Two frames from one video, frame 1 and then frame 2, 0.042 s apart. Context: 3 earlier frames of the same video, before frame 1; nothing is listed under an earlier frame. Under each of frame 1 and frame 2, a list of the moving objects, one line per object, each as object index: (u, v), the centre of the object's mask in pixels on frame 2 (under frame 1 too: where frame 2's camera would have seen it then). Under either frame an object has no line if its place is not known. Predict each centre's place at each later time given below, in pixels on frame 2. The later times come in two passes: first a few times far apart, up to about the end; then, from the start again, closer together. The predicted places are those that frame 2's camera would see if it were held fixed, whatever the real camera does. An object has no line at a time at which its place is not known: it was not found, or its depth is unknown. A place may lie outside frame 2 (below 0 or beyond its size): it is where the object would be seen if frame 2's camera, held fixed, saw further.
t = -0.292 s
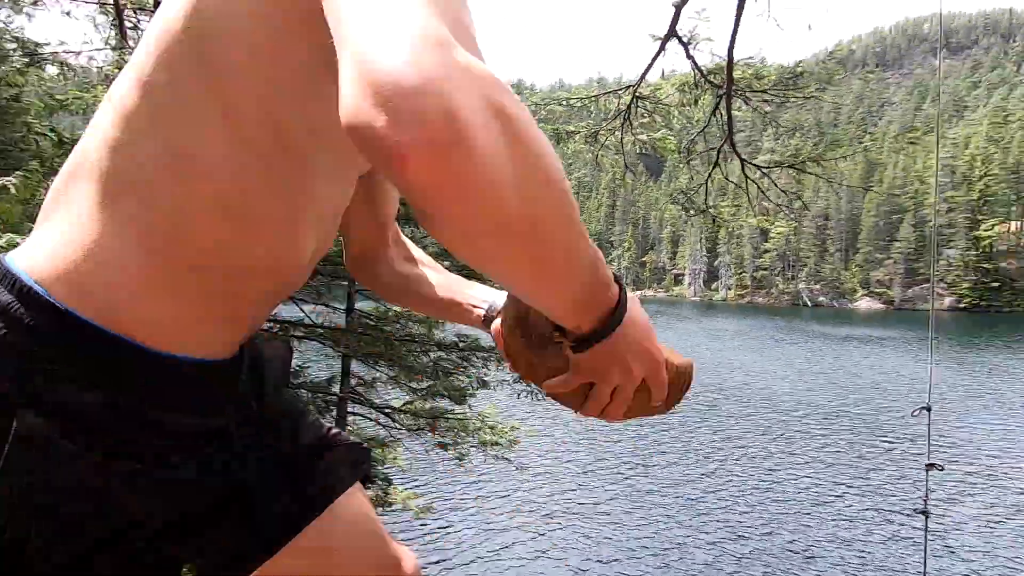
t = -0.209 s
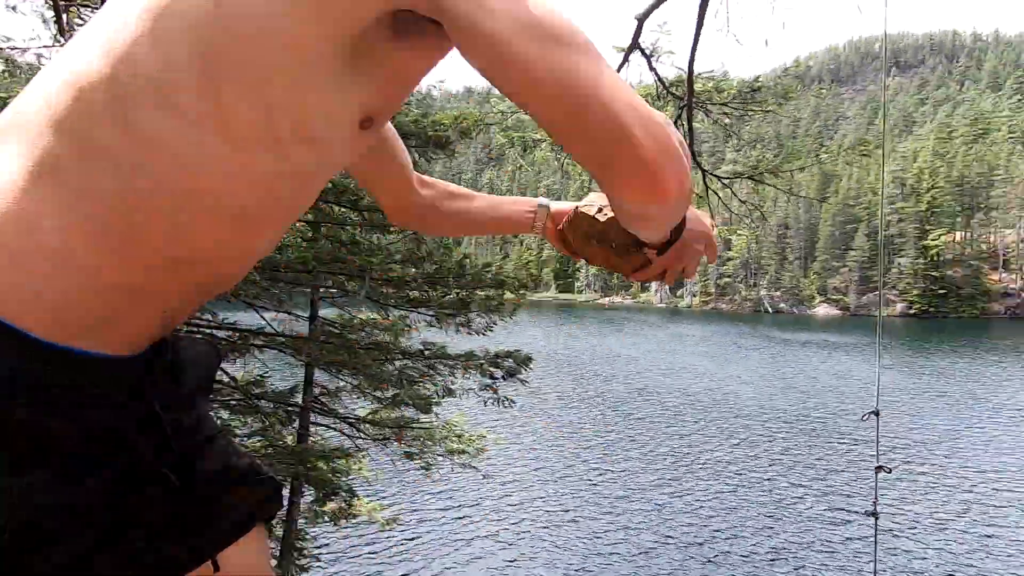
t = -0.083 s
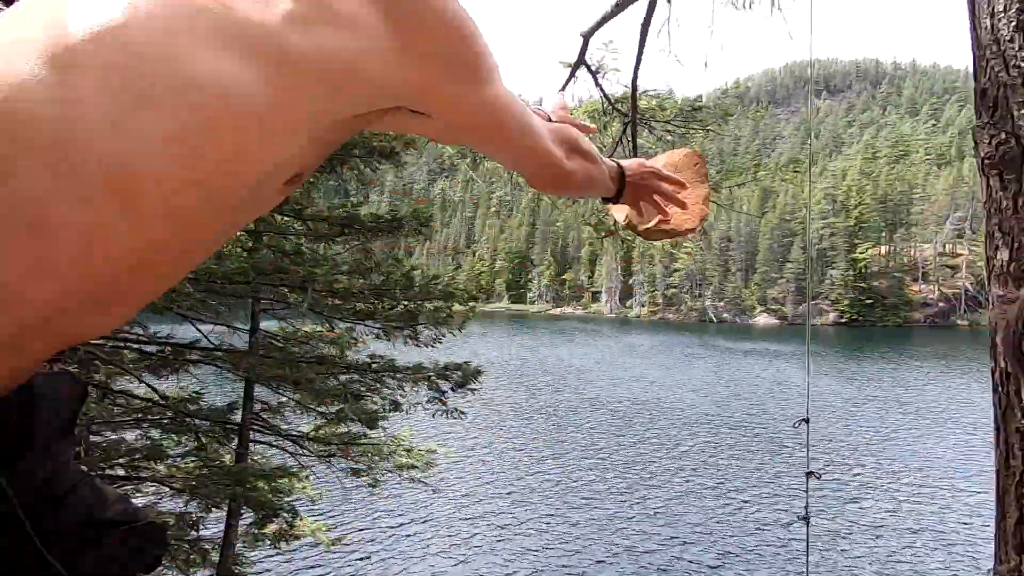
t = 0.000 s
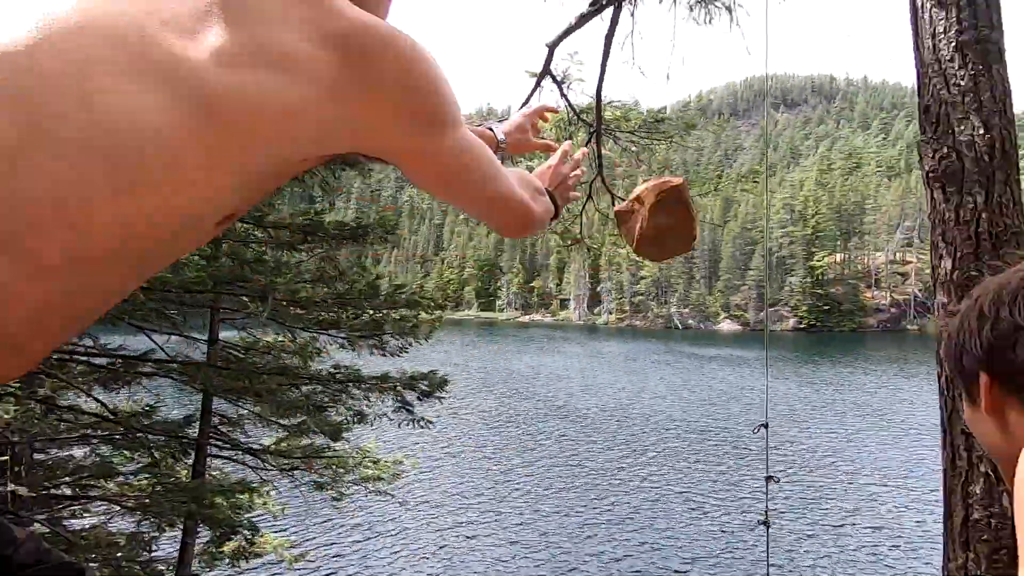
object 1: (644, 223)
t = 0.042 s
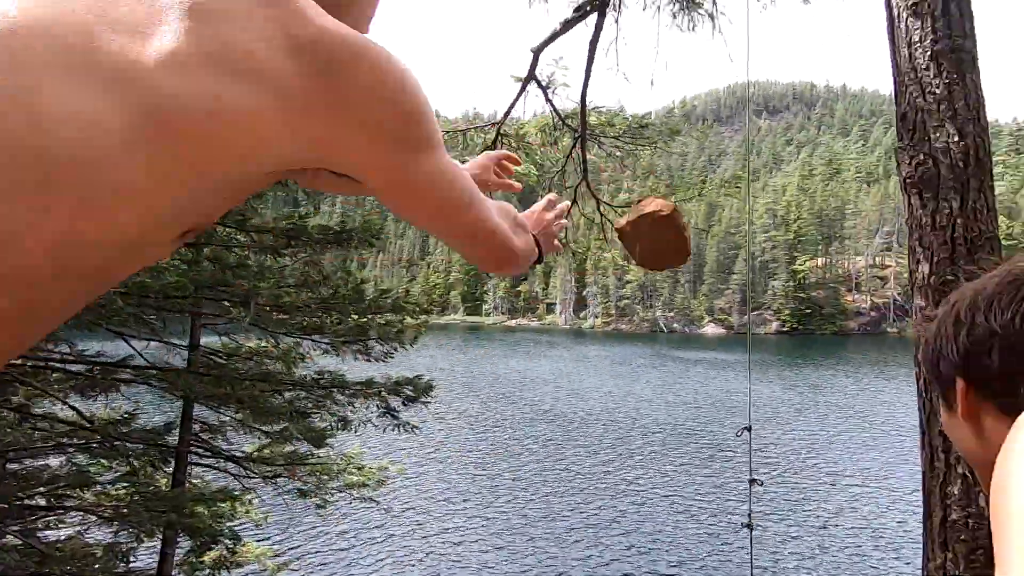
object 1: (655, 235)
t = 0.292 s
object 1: (701, 346)
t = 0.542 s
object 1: (726, 489)
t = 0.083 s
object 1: (666, 249)
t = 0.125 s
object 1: (674, 264)
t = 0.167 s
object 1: (682, 283)
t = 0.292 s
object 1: (701, 346)
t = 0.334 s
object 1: (706, 367)
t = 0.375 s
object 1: (710, 390)
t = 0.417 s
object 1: (714, 414)
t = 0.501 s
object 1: (721, 464)
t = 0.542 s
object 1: (726, 489)
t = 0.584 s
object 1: (727, 514)
